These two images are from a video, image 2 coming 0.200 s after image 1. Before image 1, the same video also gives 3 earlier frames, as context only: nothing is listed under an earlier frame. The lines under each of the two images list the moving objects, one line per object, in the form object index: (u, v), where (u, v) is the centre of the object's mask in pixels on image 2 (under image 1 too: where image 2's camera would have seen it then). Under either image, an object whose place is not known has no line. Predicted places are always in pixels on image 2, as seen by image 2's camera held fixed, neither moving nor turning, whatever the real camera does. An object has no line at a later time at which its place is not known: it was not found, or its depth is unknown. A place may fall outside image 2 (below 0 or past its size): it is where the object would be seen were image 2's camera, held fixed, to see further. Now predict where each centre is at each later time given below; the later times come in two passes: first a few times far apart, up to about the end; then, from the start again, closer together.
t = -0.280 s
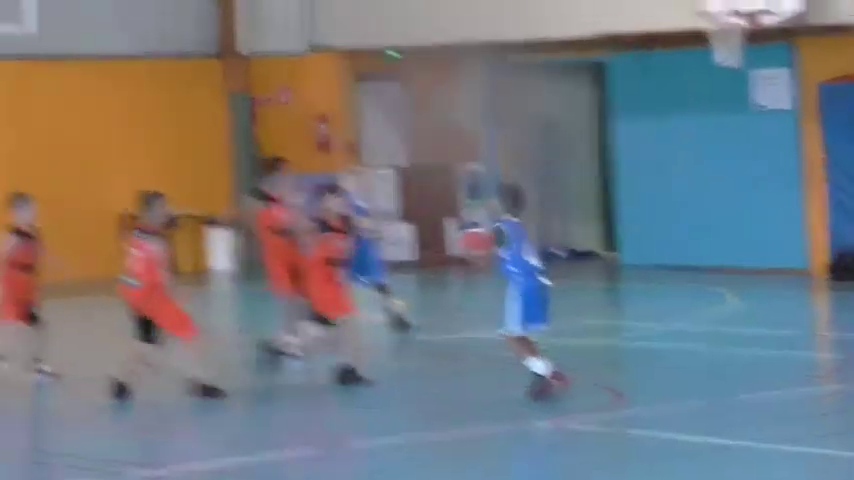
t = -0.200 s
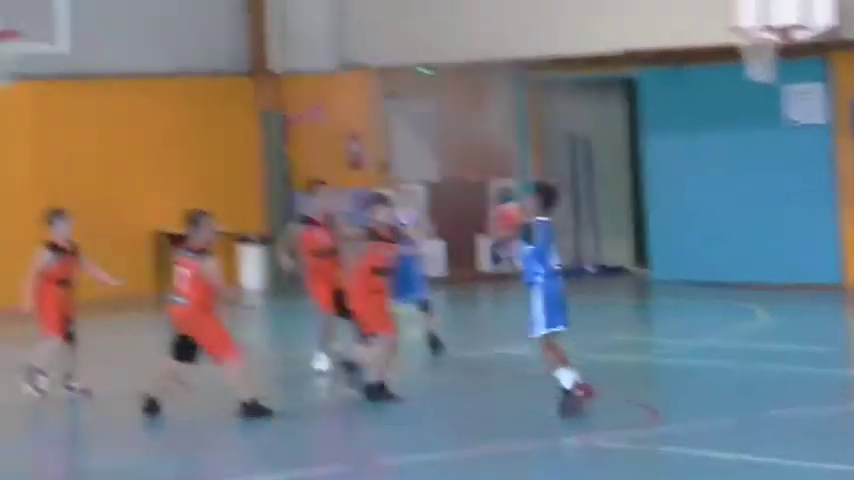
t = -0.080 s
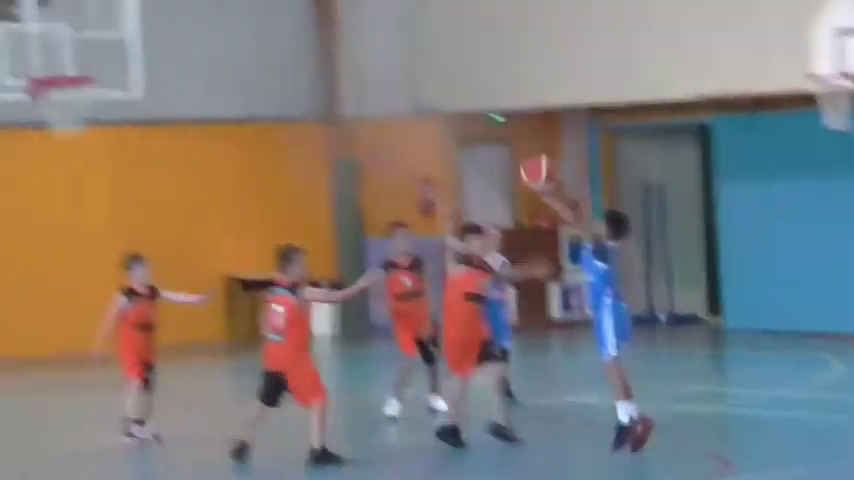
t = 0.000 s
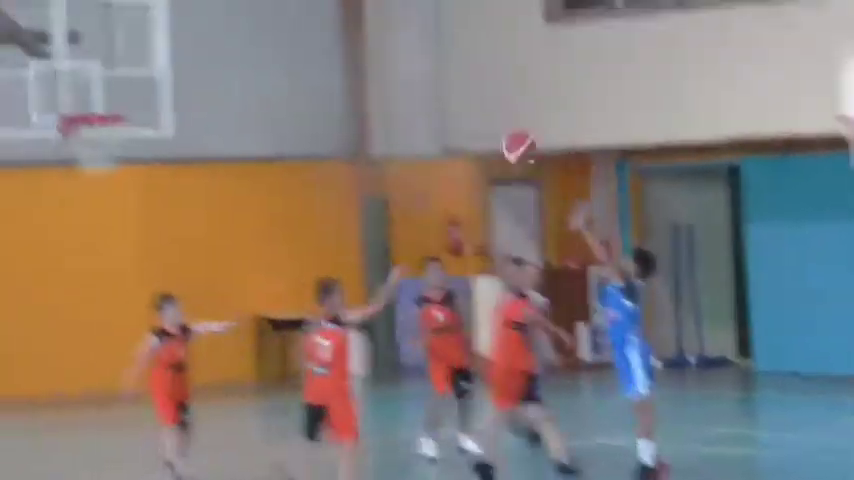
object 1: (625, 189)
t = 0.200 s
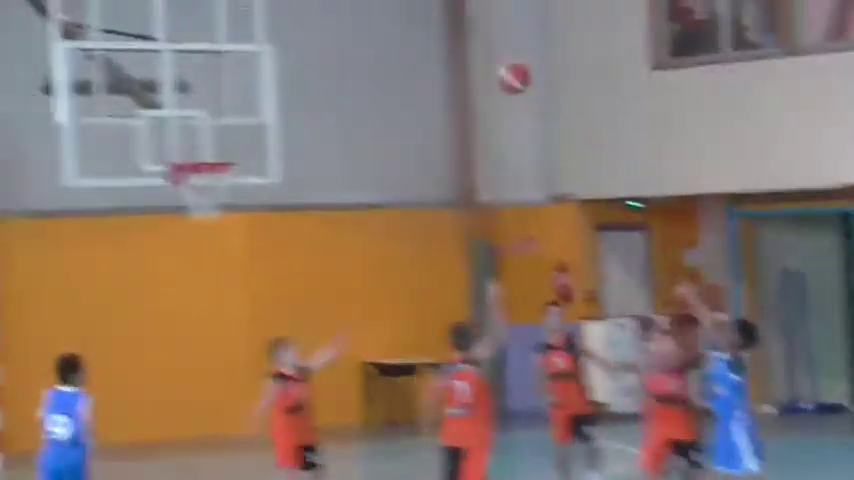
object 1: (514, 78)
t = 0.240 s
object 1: (491, 63)
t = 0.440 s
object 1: (398, 27)
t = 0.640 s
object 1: (310, 40)
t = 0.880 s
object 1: (214, 135)
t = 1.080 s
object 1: (222, 157)
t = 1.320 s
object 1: (251, 133)
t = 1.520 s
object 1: (280, 171)
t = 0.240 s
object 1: (491, 63)
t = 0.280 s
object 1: (477, 52)
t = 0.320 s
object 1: (460, 40)
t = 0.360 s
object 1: (439, 33)
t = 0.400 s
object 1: (415, 30)
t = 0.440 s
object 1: (398, 27)
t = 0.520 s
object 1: (362, 24)
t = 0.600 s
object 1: (325, 33)
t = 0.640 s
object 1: (310, 40)
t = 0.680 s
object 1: (293, 50)
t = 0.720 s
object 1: (278, 62)
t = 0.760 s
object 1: (262, 78)
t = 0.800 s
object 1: (245, 94)
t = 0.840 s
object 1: (229, 114)
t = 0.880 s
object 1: (214, 135)
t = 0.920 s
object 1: (198, 156)
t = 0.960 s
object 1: (195, 158)
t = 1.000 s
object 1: (197, 161)
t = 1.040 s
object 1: (211, 163)
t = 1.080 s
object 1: (222, 157)
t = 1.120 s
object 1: (227, 147)
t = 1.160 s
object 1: (233, 140)
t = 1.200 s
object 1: (236, 135)
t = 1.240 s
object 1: (241, 132)
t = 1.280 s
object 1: (246, 131)
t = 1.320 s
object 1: (251, 133)
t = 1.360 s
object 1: (258, 135)
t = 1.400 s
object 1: (263, 141)
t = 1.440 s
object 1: (269, 149)
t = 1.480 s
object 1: (275, 159)
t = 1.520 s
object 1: (280, 171)
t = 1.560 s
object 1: (283, 186)
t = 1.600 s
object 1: (289, 200)
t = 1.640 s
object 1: (295, 219)
